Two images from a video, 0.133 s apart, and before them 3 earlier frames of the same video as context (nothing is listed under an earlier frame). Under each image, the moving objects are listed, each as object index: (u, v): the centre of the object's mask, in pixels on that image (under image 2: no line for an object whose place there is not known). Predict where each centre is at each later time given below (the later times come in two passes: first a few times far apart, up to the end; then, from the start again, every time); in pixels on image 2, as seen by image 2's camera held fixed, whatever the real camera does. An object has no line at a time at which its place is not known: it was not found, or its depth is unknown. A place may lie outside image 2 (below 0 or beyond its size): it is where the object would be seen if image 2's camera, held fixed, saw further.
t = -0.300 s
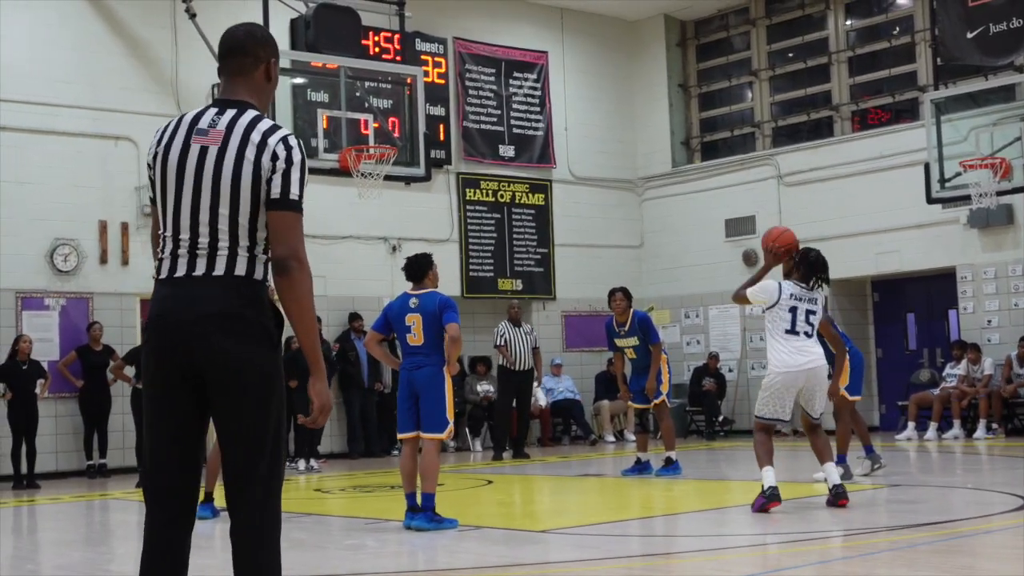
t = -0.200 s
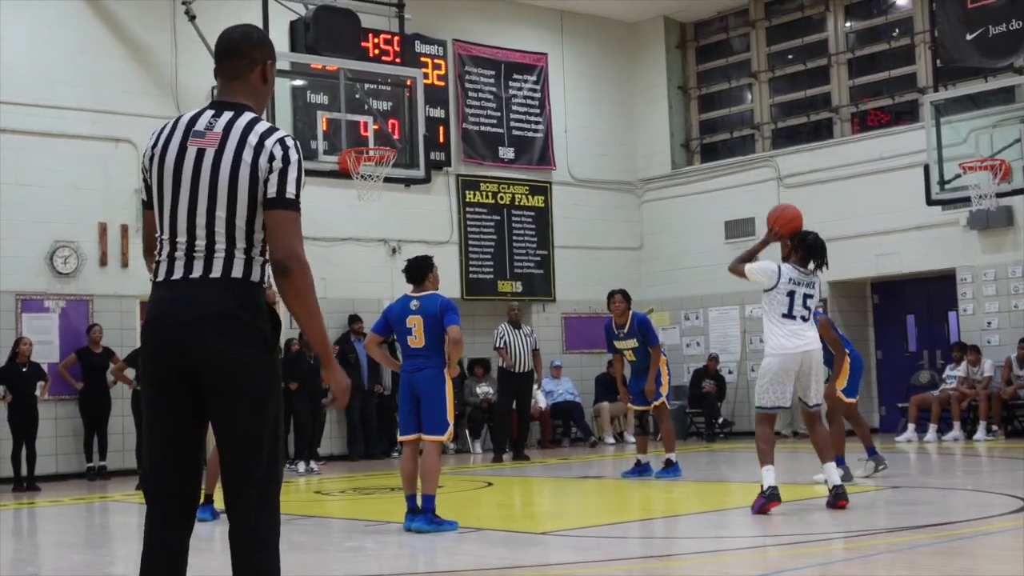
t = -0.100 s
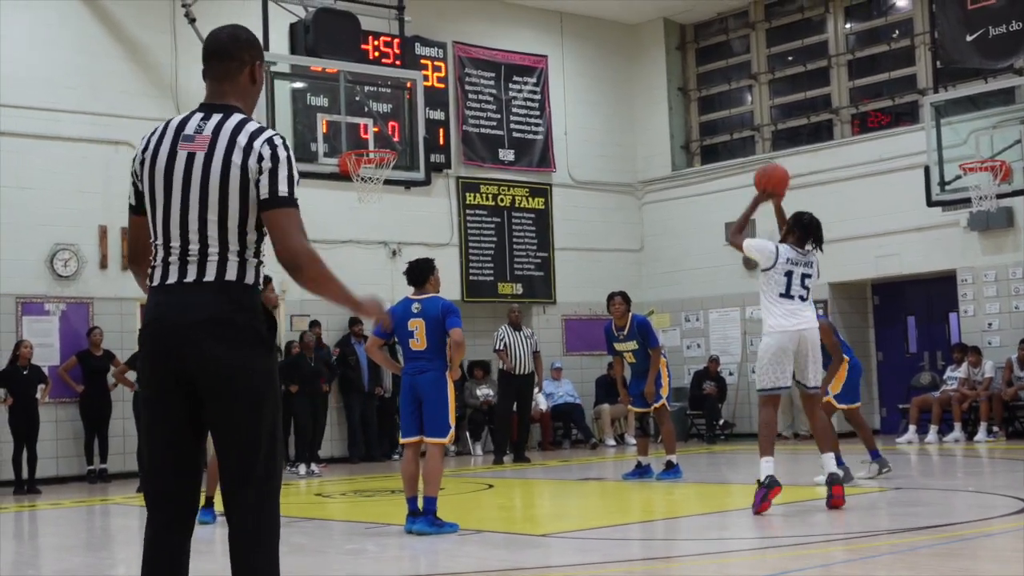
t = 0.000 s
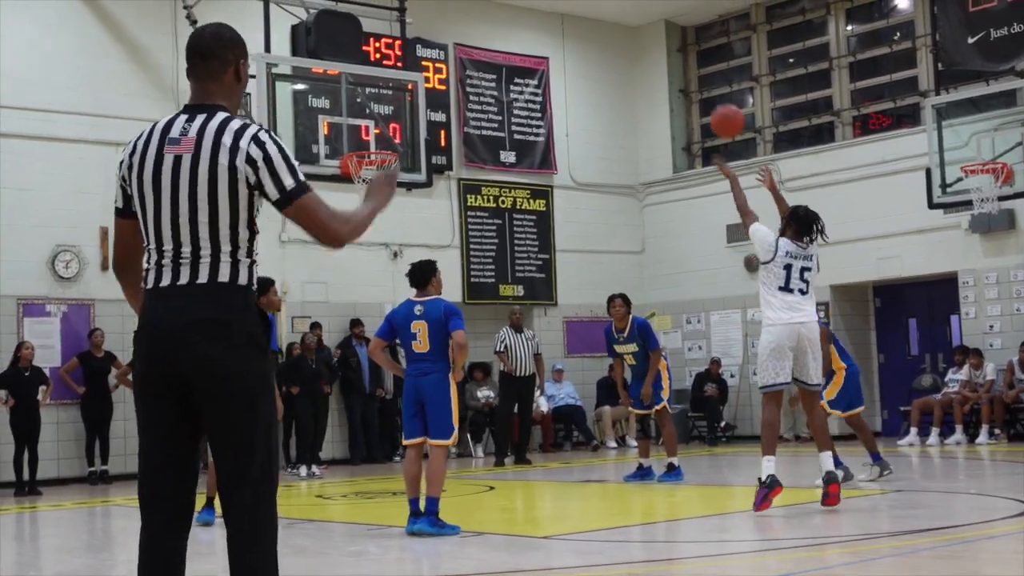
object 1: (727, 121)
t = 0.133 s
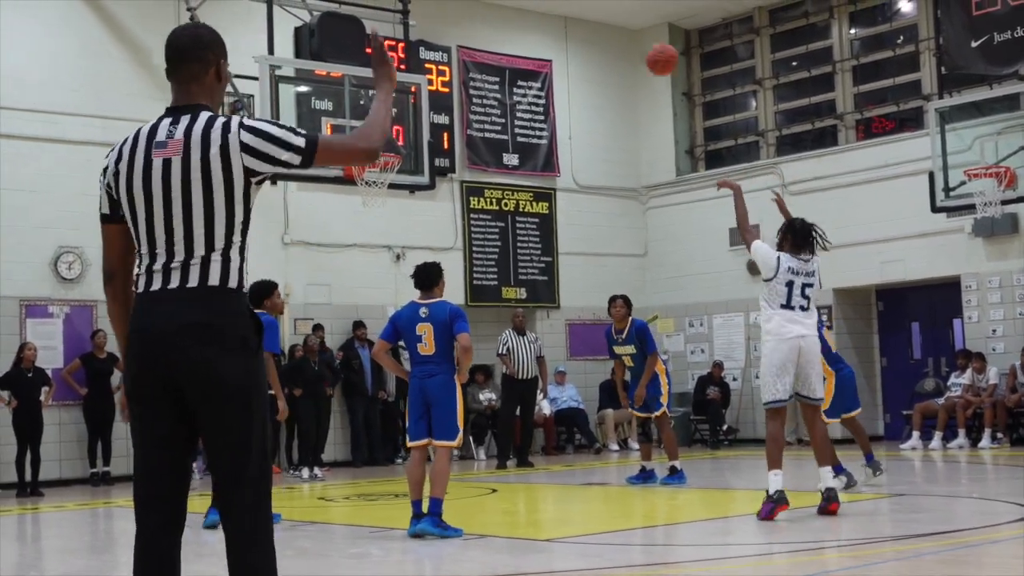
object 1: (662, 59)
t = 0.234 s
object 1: (615, 29)
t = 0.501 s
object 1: (509, 11)
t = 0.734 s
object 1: (431, 61)
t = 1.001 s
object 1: (384, 143)
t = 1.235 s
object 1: (437, 102)
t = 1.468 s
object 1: (492, 114)
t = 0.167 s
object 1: (646, 47)
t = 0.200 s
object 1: (630, 37)
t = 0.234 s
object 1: (615, 29)
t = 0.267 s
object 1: (601, 21)
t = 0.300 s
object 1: (587, 16)
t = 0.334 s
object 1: (573, 12)
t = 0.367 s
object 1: (560, 9)
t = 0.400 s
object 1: (546, 7)
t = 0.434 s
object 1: (533, 7)
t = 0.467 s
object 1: (521, 9)
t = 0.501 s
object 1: (509, 11)
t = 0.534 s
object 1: (497, 15)
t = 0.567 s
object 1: (486, 20)
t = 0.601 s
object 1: (474, 26)
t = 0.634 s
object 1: (463, 34)
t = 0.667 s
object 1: (453, 42)
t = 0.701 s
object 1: (442, 52)
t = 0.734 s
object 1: (431, 61)
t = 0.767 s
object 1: (422, 73)
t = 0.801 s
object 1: (413, 86)
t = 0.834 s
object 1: (403, 100)
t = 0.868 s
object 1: (393, 114)
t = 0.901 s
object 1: (385, 130)
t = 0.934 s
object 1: (376, 145)
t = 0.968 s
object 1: (377, 148)
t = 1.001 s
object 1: (384, 143)
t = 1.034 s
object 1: (392, 133)
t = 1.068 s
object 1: (400, 124)
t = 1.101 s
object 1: (408, 118)
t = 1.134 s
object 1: (414, 113)
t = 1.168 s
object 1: (423, 108)
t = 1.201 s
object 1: (430, 105)
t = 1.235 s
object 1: (437, 102)
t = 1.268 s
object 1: (443, 101)
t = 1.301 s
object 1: (452, 101)
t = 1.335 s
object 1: (459, 101)
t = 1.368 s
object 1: (467, 102)
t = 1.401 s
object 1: (475, 105)
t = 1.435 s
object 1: (483, 109)
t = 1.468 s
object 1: (492, 114)
